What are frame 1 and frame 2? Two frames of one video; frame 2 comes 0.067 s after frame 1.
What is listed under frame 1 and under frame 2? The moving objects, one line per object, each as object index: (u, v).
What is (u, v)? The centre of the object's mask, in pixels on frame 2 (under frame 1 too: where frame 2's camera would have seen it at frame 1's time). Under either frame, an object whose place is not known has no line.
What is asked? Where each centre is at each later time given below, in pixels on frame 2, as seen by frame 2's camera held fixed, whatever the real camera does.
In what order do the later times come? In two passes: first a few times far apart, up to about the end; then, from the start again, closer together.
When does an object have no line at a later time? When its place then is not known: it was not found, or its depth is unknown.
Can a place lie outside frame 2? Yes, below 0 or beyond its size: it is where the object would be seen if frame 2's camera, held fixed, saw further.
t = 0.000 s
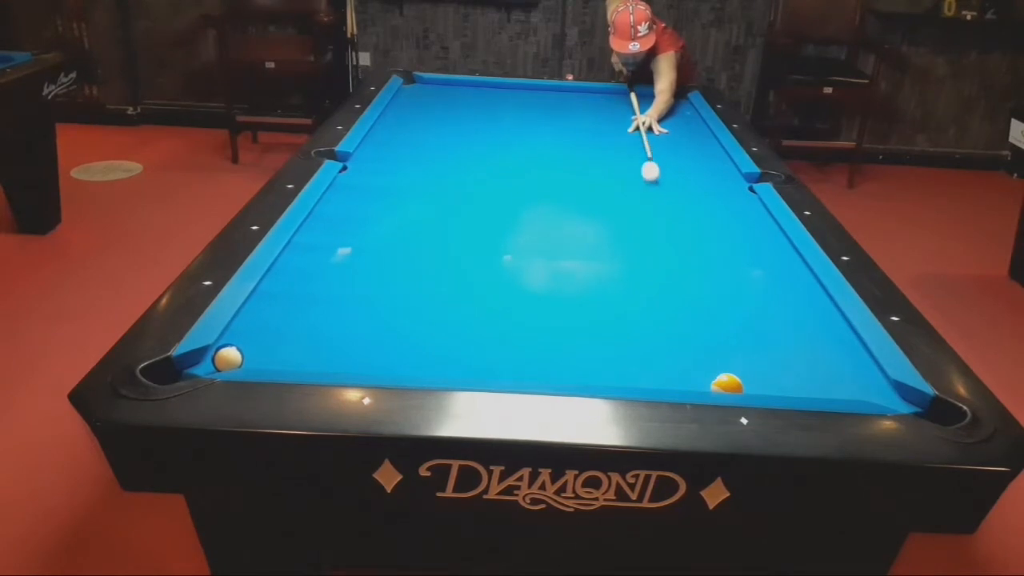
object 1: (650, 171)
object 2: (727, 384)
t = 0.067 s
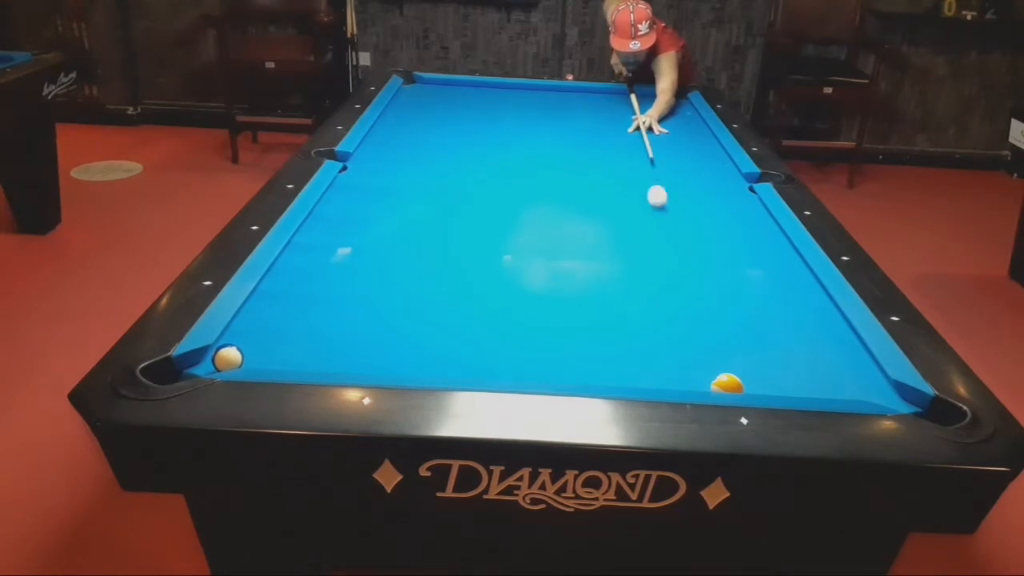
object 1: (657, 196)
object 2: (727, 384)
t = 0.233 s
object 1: (680, 276)
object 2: (727, 384)
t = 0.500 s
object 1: (617, 377)
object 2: (751, 343)
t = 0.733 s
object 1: (497, 364)
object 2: (773, 288)
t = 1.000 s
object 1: (379, 365)
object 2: (774, 242)
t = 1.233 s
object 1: (292, 357)
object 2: (733, 212)
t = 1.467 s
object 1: (252, 346)
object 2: (700, 188)
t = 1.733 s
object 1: (243, 332)
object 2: (667, 164)
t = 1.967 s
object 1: (260, 326)
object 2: (643, 147)
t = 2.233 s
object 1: (278, 320)
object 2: (620, 130)
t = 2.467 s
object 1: (290, 315)
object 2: (603, 117)
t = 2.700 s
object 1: (301, 312)
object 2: (587, 106)
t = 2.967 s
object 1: (310, 308)
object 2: (571, 94)
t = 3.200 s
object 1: (316, 306)
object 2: (559, 89)
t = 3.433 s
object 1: (321, 305)
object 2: (545, 94)
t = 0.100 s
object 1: (661, 210)
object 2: (727, 384)
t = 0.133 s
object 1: (665, 224)
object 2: (727, 384)
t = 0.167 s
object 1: (669, 240)
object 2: (727, 384)
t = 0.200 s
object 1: (674, 257)
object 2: (727, 384)
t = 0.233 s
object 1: (680, 276)
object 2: (727, 384)
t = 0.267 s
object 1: (686, 297)
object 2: (727, 384)
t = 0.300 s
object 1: (693, 319)
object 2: (727, 384)
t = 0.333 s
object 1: (701, 347)
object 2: (727, 384)
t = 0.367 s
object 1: (706, 370)
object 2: (728, 383)
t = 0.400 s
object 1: (686, 374)
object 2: (735, 376)
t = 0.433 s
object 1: (662, 375)
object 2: (741, 365)
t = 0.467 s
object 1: (639, 376)
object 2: (746, 353)
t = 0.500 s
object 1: (617, 377)
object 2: (751, 343)
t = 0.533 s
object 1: (597, 374)
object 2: (754, 334)
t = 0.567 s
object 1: (579, 371)
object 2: (758, 325)
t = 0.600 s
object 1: (562, 368)
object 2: (761, 317)
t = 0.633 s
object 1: (545, 367)
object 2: (765, 309)
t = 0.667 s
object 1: (528, 366)
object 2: (768, 302)
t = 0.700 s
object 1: (513, 365)
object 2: (771, 295)
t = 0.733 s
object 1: (497, 364)
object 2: (773, 288)
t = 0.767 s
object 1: (482, 364)
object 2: (776, 282)
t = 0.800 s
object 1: (467, 365)
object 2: (779, 275)
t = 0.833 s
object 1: (452, 365)
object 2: (781, 269)
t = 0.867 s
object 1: (437, 365)
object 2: (784, 263)
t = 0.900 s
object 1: (422, 366)
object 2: (787, 257)
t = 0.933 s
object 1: (406, 366)
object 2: (788, 252)
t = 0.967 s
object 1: (391, 366)
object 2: (781, 247)
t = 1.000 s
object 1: (379, 365)
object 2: (774, 242)
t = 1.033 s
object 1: (367, 364)
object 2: (767, 237)
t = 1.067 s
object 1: (354, 363)
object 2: (761, 233)
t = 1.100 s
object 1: (342, 362)
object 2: (755, 228)
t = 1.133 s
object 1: (329, 360)
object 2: (750, 225)
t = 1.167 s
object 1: (317, 359)
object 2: (744, 220)
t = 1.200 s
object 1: (304, 358)
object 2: (738, 216)
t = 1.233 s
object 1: (292, 357)
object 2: (733, 212)
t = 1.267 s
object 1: (280, 356)
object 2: (728, 209)
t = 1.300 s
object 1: (268, 355)
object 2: (723, 205)
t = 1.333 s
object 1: (261, 354)
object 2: (718, 201)
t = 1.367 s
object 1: (259, 352)
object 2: (713, 198)
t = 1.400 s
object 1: (257, 350)
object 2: (708, 195)
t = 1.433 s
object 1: (254, 348)
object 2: (704, 191)
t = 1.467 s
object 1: (252, 346)
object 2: (700, 188)
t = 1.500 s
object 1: (249, 344)
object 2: (695, 185)
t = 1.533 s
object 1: (246, 342)
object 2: (691, 182)
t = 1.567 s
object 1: (244, 340)
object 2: (687, 179)
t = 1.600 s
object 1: (242, 338)
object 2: (683, 176)
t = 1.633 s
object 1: (239, 336)
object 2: (679, 173)
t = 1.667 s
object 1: (237, 334)
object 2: (675, 170)
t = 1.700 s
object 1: (240, 333)
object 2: (671, 167)
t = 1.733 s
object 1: (243, 332)
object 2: (667, 164)
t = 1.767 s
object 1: (245, 331)
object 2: (664, 162)
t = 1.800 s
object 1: (248, 330)
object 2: (660, 160)
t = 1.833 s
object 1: (250, 329)
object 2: (656, 157)
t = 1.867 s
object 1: (253, 328)
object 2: (653, 154)
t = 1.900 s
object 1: (256, 327)
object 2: (650, 152)
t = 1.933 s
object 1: (258, 326)
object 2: (647, 150)
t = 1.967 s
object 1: (260, 326)
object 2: (643, 147)
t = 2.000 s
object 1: (263, 325)
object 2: (640, 145)
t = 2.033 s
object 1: (265, 324)
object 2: (637, 143)
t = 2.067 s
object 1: (267, 323)
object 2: (634, 140)
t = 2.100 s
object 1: (270, 322)
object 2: (631, 139)
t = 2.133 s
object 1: (272, 322)
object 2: (628, 136)
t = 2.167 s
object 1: (274, 321)
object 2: (626, 134)
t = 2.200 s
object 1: (276, 320)
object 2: (623, 132)
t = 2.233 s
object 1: (278, 320)
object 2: (620, 130)
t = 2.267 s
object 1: (280, 319)
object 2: (618, 128)
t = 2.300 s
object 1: (282, 318)
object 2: (615, 126)
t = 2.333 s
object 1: (284, 318)
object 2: (613, 125)
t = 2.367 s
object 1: (285, 317)
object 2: (610, 123)
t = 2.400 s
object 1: (287, 316)
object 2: (607, 121)
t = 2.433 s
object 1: (288, 316)
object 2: (605, 119)
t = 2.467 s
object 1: (290, 315)
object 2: (603, 117)
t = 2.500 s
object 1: (292, 315)
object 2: (600, 116)
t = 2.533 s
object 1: (293, 314)
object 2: (598, 114)
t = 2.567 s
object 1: (295, 314)
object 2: (596, 112)
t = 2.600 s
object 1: (296, 313)
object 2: (593, 111)
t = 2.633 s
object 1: (298, 313)
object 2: (591, 109)
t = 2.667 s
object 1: (299, 312)
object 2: (589, 107)
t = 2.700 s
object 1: (301, 312)
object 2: (587, 106)
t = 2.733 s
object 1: (302, 311)
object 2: (585, 104)
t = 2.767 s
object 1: (304, 311)
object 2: (583, 103)
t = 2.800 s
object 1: (305, 310)
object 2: (581, 101)
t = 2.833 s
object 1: (306, 310)
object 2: (579, 100)
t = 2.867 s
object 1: (307, 309)
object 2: (577, 98)
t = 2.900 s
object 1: (308, 309)
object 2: (575, 97)
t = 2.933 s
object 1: (309, 309)
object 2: (573, 96)
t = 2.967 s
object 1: (310, 308)
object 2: (571, 94)
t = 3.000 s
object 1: (311, 308)
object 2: (569, 93)
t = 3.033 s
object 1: (312, 307)
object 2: (568, 92)
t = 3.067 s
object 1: (313, 307)
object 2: (566, 90)
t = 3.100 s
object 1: (313, 307)
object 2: (564, 89)
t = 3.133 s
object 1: (314, 307)
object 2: (562, 88)
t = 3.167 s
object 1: (315, 307)
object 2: (560, 88)
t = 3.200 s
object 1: (316, 306)
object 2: (559, 89)
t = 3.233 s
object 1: (317, 306)
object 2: (557, 89)
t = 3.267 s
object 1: (318, 306)
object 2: (555, 90)
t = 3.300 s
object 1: (318, 306)
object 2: (553, 91)
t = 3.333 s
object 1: (319, 306)
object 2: (551, 92)
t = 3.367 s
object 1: (319, 305)
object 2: (549, 92)
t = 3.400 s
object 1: (320, 305)
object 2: (547, 93)
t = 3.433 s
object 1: (321, 305)
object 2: (545, 94)
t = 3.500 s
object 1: (322, 305)
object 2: (541, 95)
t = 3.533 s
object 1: (322, 305)
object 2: (540, 95)
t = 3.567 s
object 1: (323, 304)
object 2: (537, 96)
